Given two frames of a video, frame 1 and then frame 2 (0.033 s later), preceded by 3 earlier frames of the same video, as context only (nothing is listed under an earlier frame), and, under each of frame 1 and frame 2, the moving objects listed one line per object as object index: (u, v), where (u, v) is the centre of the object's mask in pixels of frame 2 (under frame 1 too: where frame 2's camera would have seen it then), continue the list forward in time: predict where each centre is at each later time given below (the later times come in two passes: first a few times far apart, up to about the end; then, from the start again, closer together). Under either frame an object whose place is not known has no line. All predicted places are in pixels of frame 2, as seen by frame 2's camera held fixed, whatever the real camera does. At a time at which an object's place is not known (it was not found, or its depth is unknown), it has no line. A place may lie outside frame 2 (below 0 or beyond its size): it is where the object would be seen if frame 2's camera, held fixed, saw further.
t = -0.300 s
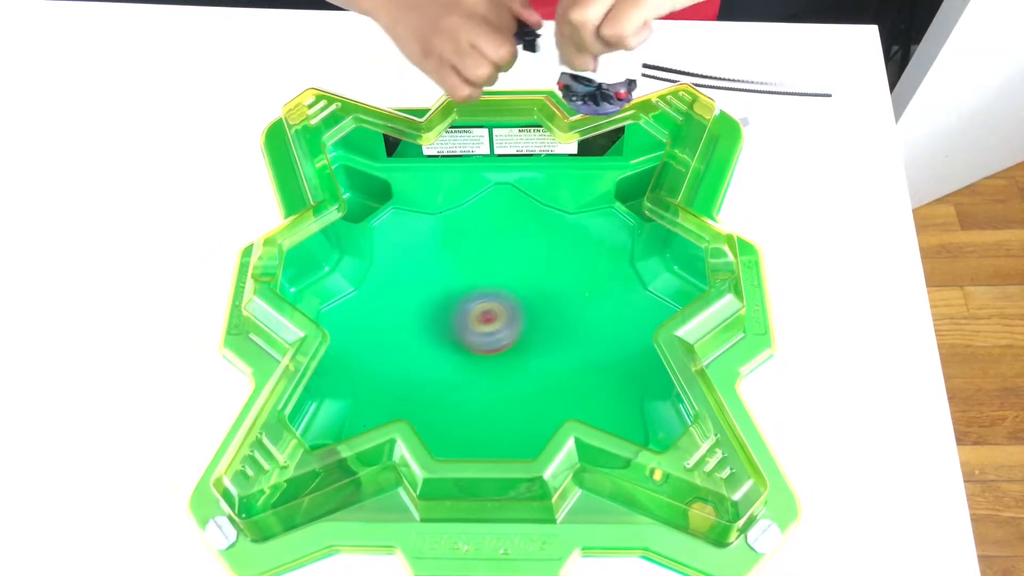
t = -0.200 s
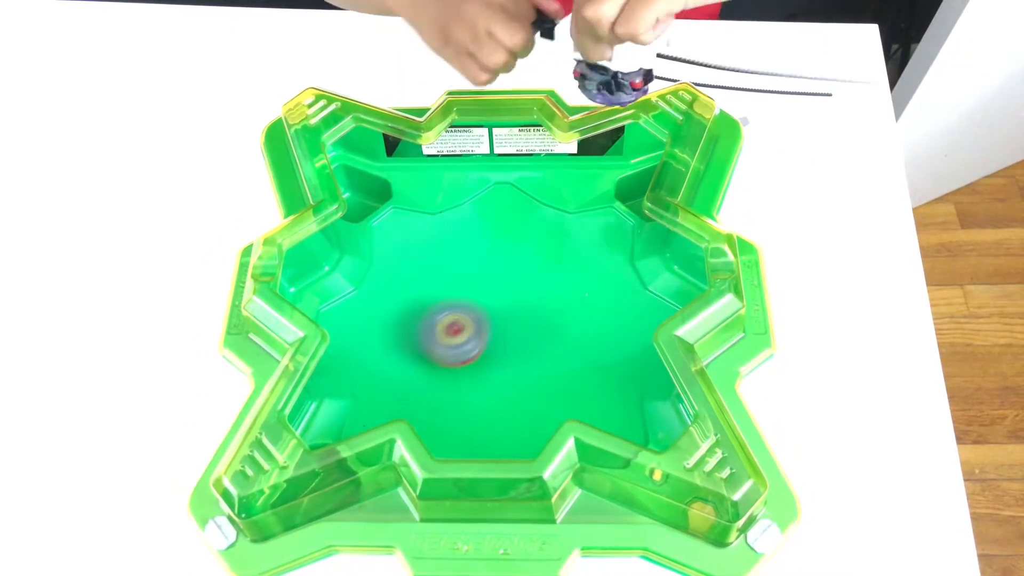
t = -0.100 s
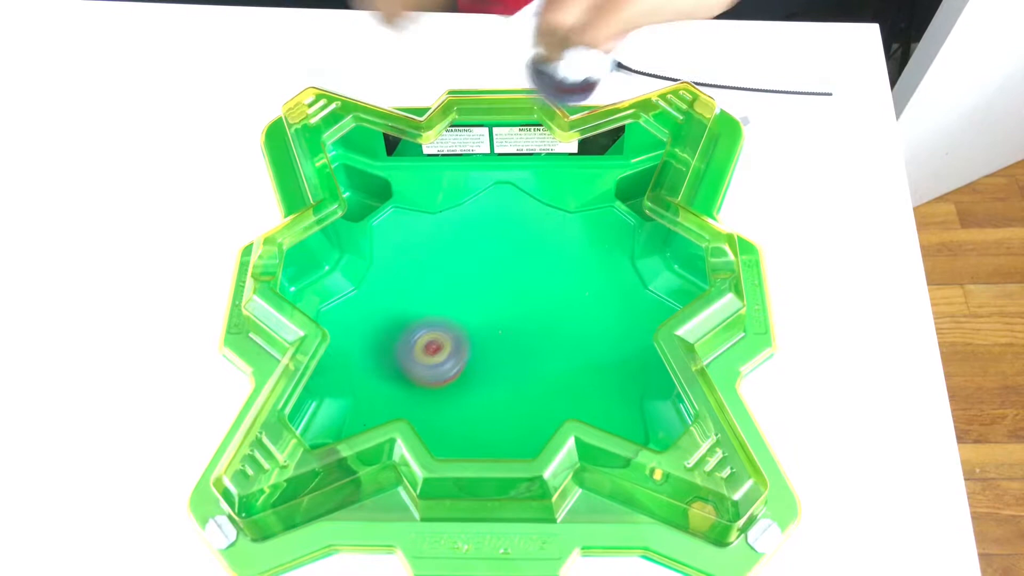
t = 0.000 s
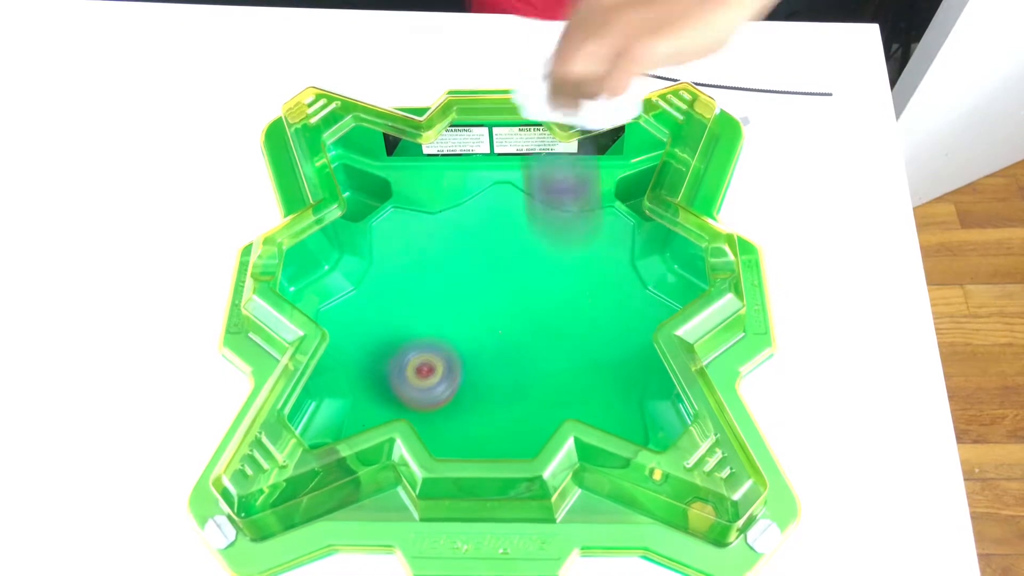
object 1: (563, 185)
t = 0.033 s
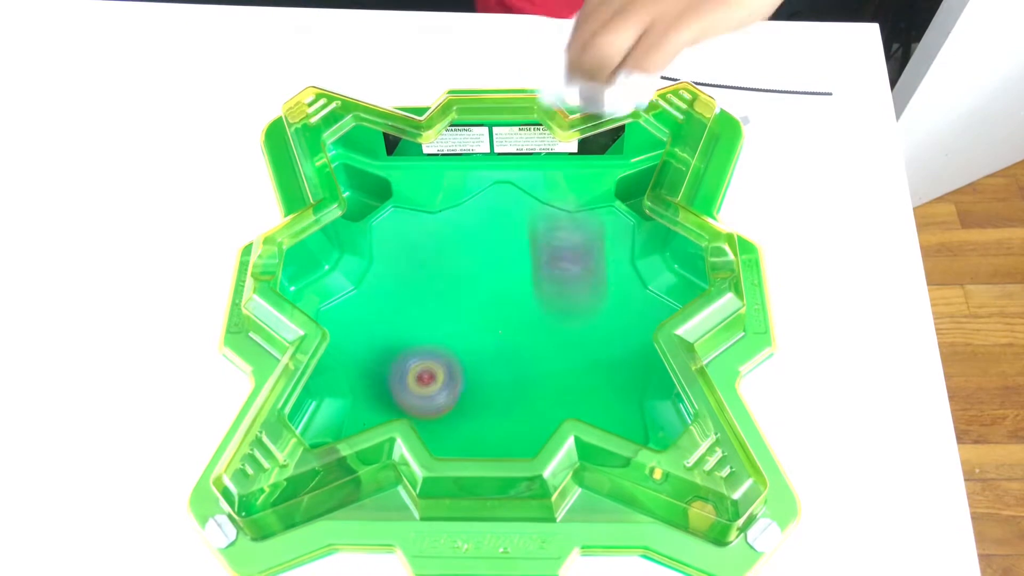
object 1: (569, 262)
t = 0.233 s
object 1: (518, 431)
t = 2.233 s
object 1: (392, 358)
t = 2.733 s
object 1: (499, 211)
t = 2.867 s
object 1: (506, 223)
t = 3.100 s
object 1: (548, 305)
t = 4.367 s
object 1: (530, 267)
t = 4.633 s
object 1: (673, 279)
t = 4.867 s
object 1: (622, 349)
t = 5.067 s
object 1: (486, 390)
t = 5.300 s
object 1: (448, 433)
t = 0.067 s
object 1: (573, 332)
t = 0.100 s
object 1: (574, 397)
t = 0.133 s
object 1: (561, 399)
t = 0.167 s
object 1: (546, 405)
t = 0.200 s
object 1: (530, 418)
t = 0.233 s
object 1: (518, 431)
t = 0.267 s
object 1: (505, 445)
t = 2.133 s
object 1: (379, 367)
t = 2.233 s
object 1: (392, 358)
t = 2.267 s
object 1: (401, 356)
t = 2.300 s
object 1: (411, 353)
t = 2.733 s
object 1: (499, 211)
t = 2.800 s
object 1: (504, 212)
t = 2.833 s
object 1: (505, 213)
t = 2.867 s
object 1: (506, 223)
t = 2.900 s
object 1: (506, 231)
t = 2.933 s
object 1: (505, 244)
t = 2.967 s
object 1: (504, 257)
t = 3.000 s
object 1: (503, 272)
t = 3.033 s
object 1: (507, 286)
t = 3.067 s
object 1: (528, 296)
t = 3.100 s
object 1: (548, 305)
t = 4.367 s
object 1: (530, 267)
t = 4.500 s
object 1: (556, 280)
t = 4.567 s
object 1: (631, 276)
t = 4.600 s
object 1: (656, 277)
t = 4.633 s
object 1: (673, 279)
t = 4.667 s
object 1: (681, 286)
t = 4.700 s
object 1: (678, 290)
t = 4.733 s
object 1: (672, 298)
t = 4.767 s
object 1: (662, 310)
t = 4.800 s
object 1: (649, 323)
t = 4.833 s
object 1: (635, 335)
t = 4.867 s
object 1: (622, 349)
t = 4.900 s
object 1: (601, 357)
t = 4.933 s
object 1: (575, 364)
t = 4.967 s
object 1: (549, 368)
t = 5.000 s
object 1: (522, 372)
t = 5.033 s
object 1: (498, 376)
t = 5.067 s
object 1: (486, 390)
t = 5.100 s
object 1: (474, 412)
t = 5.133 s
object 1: (464, 424)
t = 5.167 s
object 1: (457, 430)
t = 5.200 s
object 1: (453, 435)
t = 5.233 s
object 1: (450, 436)
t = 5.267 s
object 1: (449, 435)
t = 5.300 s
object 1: (448, 433)
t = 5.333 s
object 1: (449, 433)
